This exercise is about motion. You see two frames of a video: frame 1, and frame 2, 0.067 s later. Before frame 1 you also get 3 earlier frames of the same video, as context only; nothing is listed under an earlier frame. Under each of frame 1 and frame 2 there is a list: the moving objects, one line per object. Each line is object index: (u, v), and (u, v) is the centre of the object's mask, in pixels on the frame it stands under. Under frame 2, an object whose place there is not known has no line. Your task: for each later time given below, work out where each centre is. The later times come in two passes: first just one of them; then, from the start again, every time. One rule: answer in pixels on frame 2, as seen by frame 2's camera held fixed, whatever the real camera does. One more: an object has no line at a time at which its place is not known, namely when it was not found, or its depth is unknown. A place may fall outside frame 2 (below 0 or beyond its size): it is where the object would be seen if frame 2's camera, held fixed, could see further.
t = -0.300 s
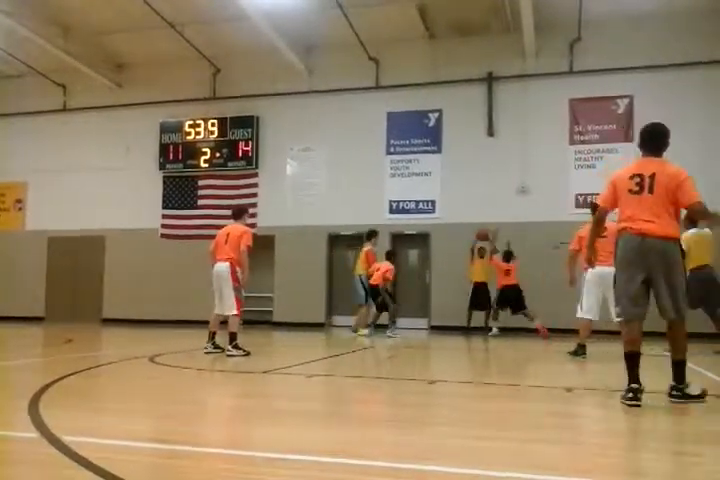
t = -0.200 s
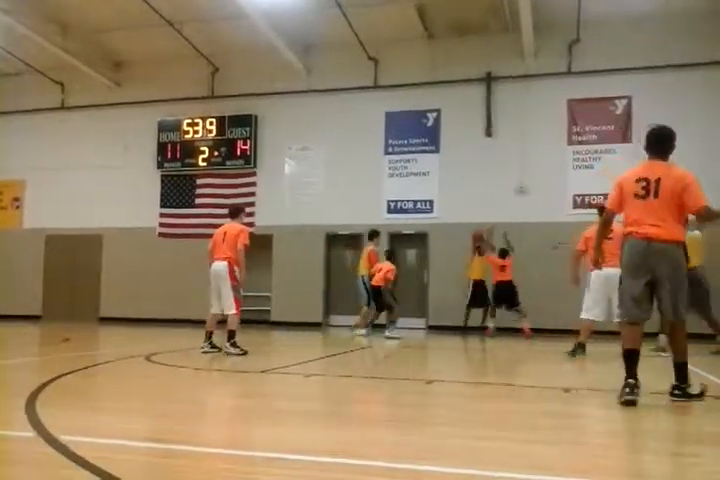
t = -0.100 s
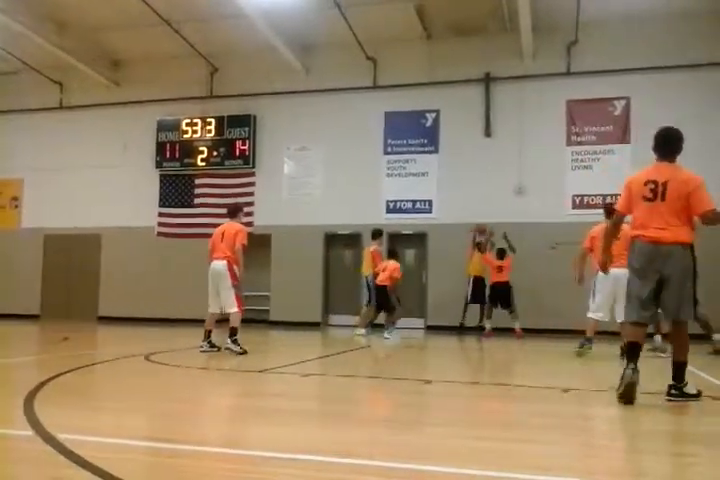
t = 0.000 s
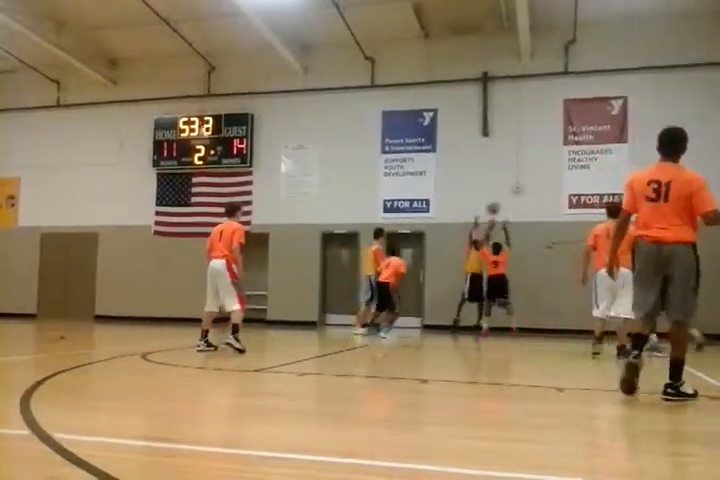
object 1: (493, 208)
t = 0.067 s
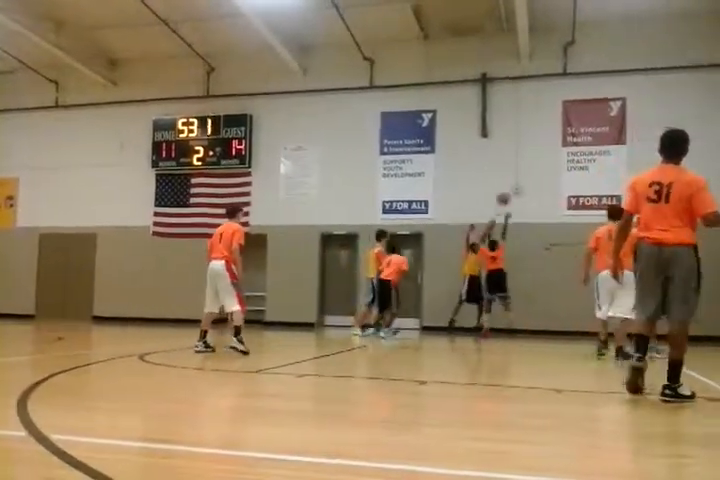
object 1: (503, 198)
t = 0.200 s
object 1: (529, 183)
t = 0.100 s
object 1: (510, 193)
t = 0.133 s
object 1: (516, 189)
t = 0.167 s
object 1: (521, 186)
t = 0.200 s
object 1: (529, 183)
